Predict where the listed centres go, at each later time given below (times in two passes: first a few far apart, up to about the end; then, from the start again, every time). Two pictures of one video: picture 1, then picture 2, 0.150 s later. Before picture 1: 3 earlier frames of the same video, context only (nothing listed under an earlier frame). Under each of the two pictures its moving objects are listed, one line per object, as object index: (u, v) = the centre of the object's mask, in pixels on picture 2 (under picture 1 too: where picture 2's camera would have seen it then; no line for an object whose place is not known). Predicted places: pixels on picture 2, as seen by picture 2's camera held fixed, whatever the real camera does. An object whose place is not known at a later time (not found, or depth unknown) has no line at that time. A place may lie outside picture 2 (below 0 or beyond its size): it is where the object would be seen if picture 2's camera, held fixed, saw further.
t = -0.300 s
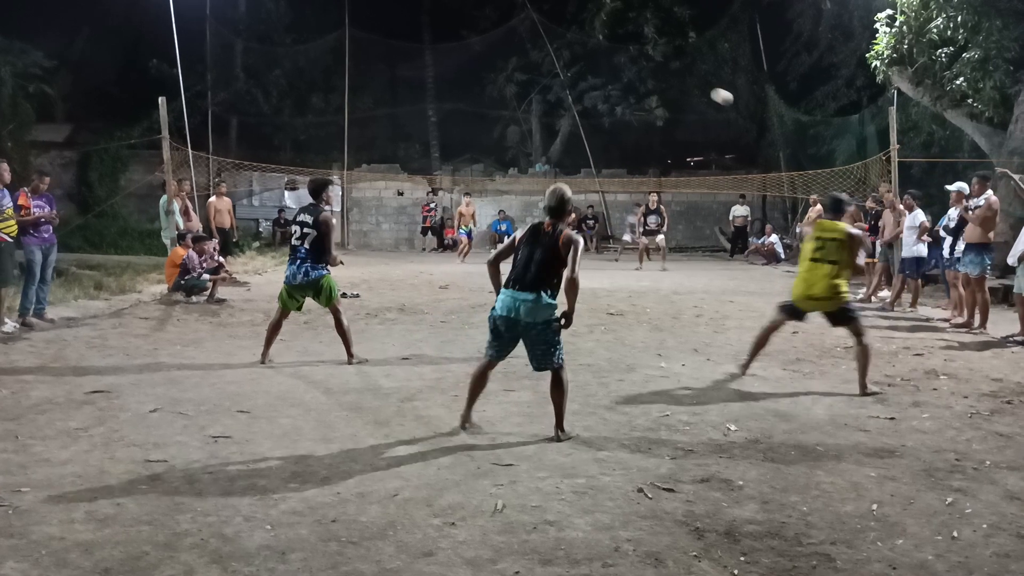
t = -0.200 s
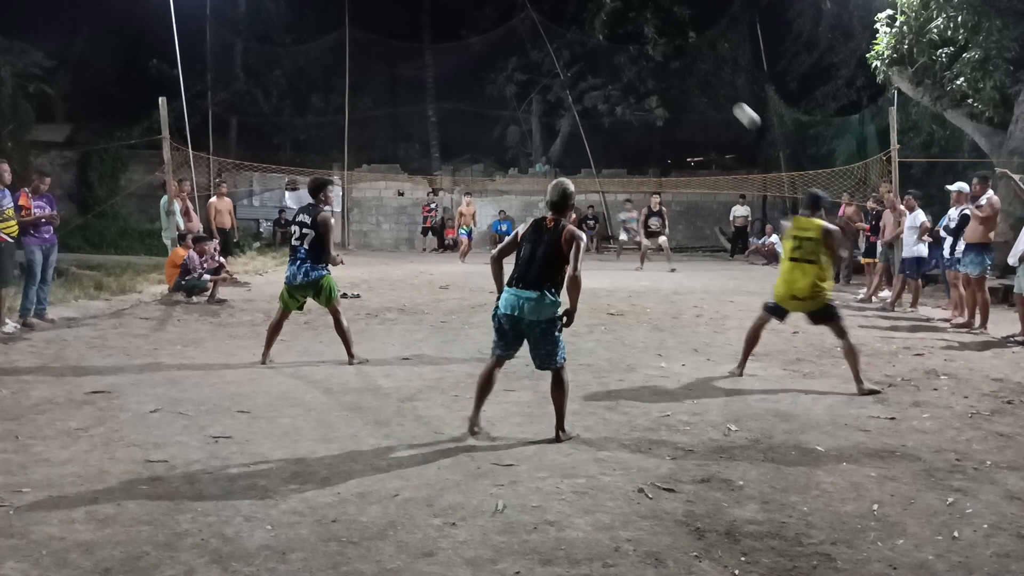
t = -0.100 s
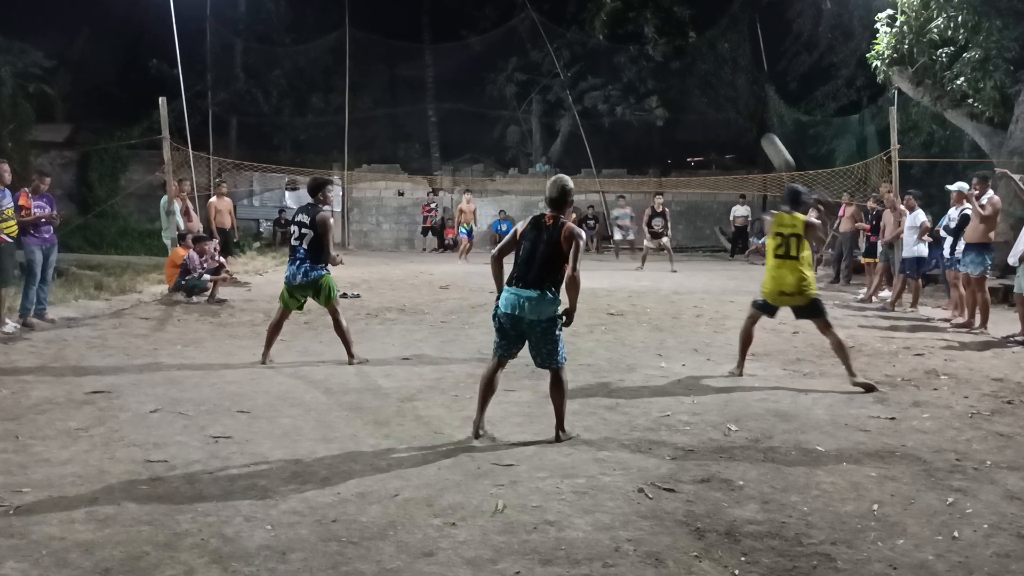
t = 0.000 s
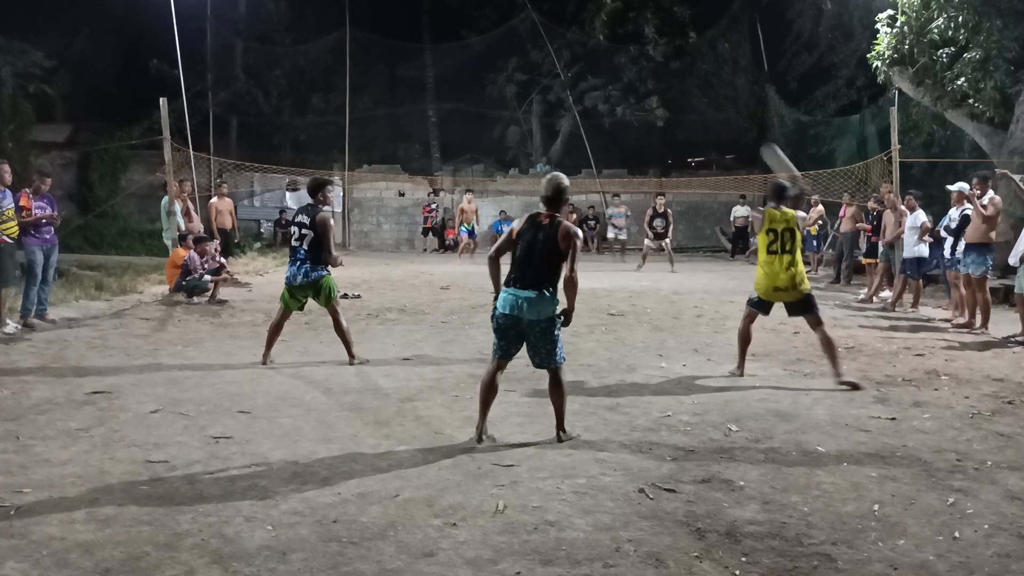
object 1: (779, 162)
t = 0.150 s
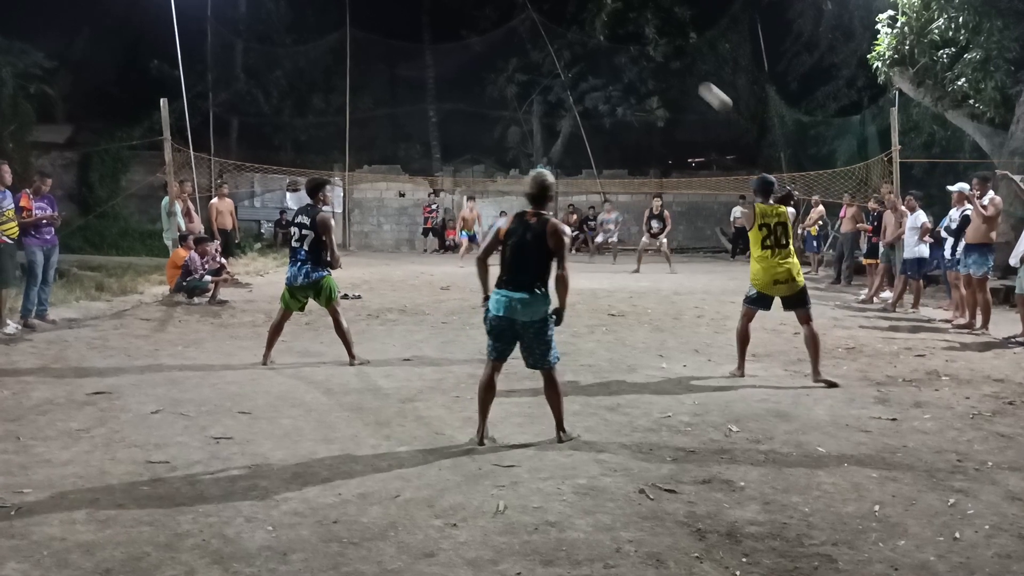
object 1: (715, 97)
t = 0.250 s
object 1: (679, 72)
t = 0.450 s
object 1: (620, 58)
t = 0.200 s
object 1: (696, 83)
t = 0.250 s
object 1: (679, 72)
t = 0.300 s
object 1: (663, 65)
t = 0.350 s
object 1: (647, 60)
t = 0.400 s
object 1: (633, 57)
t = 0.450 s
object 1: (620, 58)
